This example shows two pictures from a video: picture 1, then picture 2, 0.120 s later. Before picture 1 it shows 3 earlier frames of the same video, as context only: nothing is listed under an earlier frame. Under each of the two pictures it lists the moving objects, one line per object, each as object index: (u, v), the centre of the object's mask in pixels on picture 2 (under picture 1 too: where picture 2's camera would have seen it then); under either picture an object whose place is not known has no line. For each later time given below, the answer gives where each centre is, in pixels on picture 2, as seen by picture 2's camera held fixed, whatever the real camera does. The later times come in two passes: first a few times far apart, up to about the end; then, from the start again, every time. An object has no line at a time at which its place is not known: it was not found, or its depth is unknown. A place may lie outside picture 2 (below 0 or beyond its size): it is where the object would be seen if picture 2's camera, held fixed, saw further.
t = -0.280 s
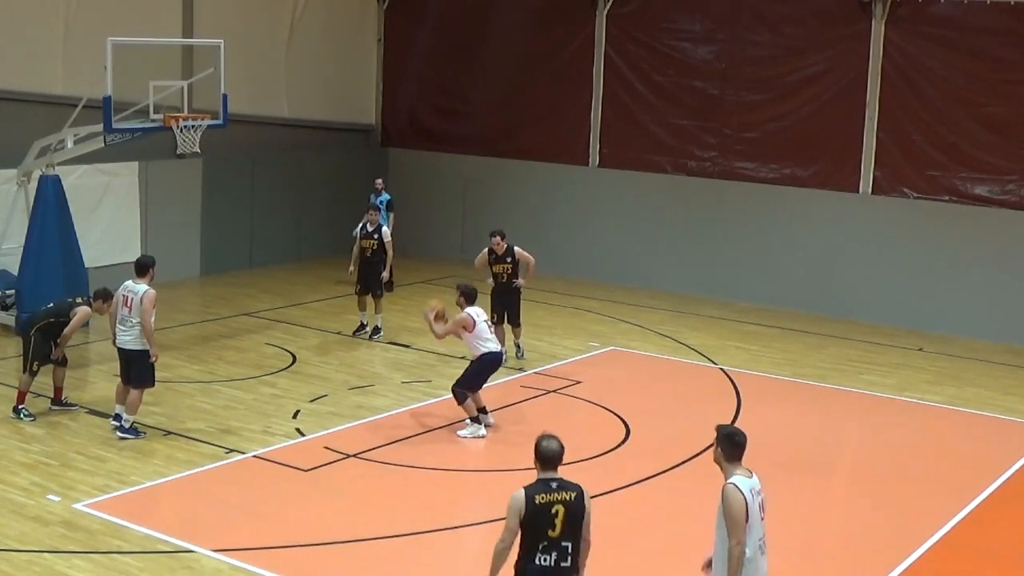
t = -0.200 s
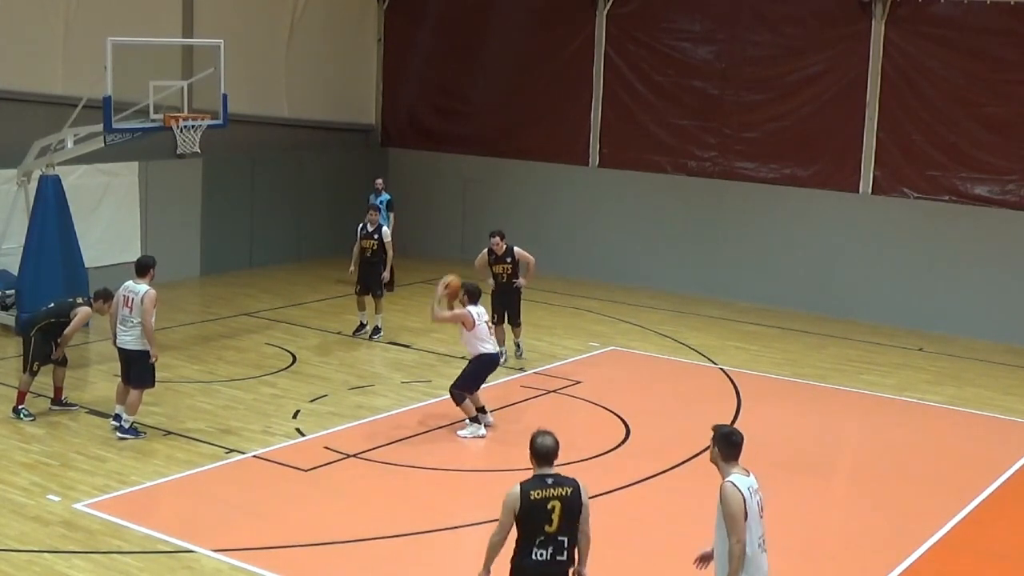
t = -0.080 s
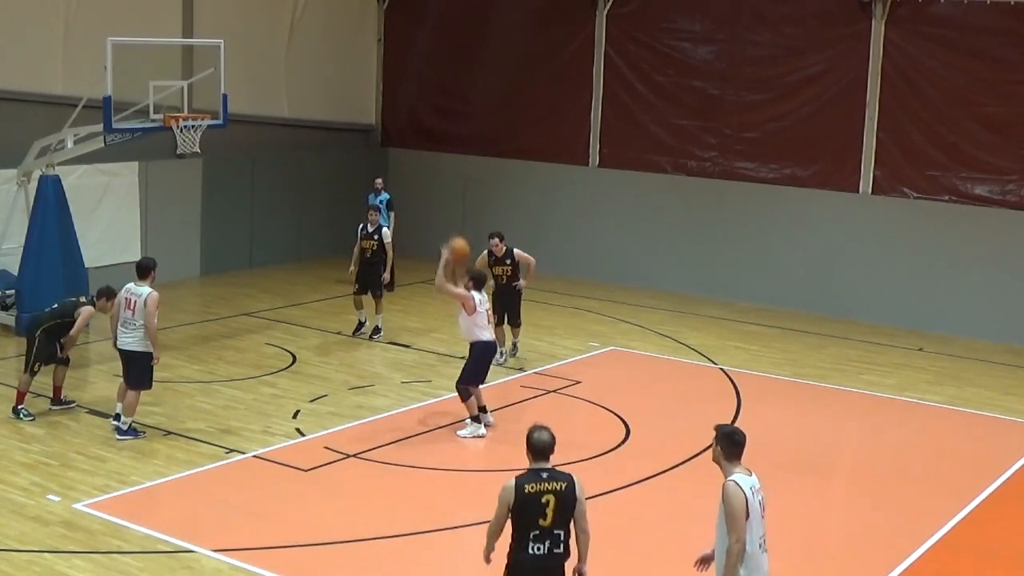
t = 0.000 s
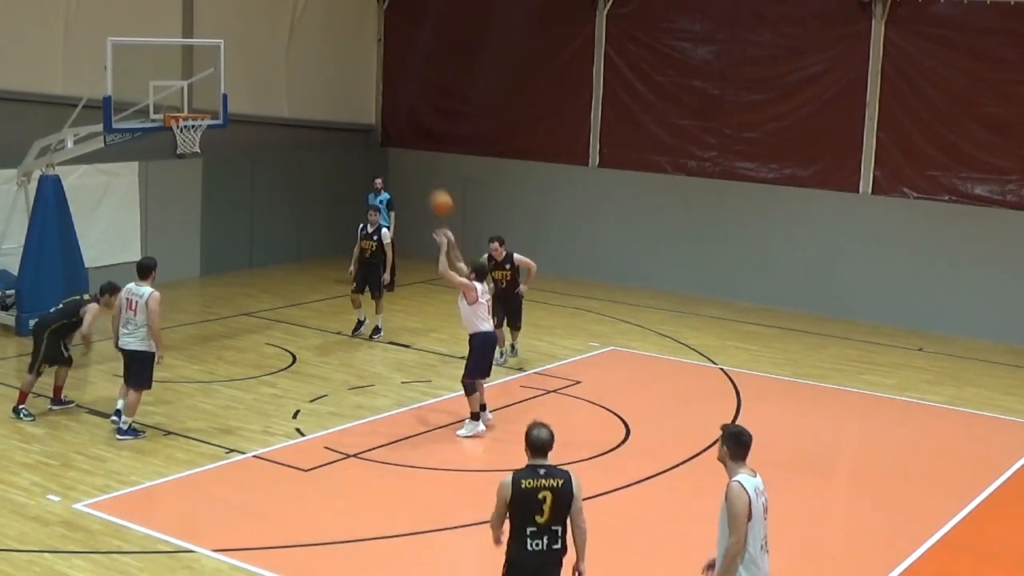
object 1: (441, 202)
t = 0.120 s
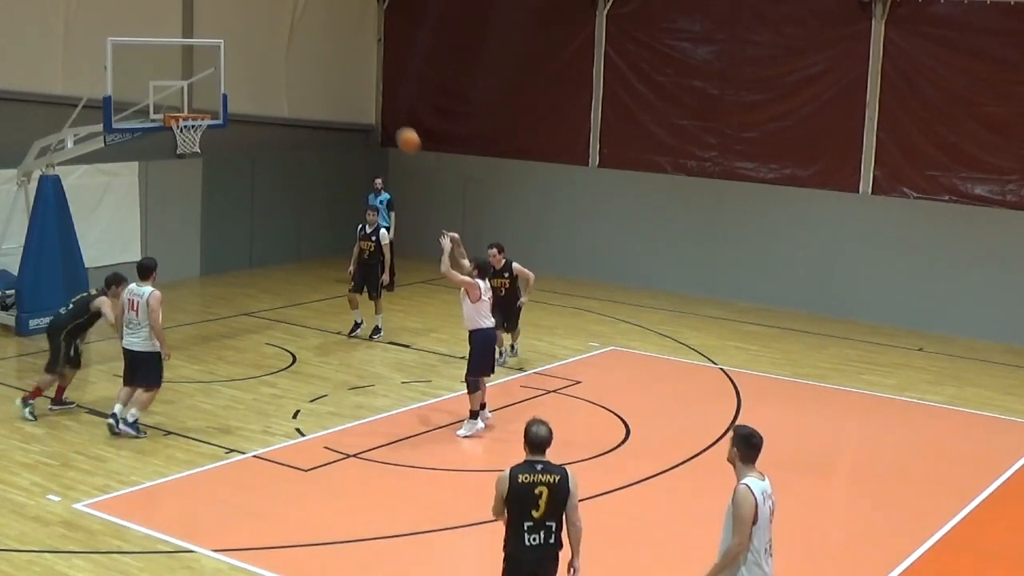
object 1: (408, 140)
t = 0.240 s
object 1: (376, 91)
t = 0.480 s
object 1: (313, 38)
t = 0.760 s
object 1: (246, 41)
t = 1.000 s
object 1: (192, 93)
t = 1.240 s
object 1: (203, 134)
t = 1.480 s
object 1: (193, 155)
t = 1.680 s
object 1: (182, 203)
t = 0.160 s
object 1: (397, 123)
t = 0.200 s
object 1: (387, 107)
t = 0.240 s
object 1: (376, 91)
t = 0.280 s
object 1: (365, 79)
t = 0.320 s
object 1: (355, 68)
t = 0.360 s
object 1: (344, 58)
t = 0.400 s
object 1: (334, 50)
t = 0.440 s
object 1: (323, 44)
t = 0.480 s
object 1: (313, 38)
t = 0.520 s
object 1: (303, 34)
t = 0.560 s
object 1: (294, 32)
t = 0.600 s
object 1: (285, 31)
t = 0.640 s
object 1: (274, 32)
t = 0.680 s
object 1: (265, 34)
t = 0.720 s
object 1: (255, 37)
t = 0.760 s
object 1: (246, 41)
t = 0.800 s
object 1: (237, 47)
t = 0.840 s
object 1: (228, 55)
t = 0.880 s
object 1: (218, 63)
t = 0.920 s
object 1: (209, 71)
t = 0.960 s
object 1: (201, 83)
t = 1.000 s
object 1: (192, 93)
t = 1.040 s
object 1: (185, 107)
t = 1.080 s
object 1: (186, 116)
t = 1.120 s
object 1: (194, 122)
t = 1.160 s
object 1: (200, 128)
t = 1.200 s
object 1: (202, 131)
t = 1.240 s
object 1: (203, 134)
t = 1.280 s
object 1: (204, 134)
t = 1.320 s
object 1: (203, 137)
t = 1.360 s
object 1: (200, 146)
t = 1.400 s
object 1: (198, 147)
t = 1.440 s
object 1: (196, 149)
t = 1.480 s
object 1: (193, 155)
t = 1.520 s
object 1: (192, 162)
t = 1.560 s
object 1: (189, 171)
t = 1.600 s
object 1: (187, 180)
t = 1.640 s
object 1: (184, 192)
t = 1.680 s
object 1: (182, 203)
